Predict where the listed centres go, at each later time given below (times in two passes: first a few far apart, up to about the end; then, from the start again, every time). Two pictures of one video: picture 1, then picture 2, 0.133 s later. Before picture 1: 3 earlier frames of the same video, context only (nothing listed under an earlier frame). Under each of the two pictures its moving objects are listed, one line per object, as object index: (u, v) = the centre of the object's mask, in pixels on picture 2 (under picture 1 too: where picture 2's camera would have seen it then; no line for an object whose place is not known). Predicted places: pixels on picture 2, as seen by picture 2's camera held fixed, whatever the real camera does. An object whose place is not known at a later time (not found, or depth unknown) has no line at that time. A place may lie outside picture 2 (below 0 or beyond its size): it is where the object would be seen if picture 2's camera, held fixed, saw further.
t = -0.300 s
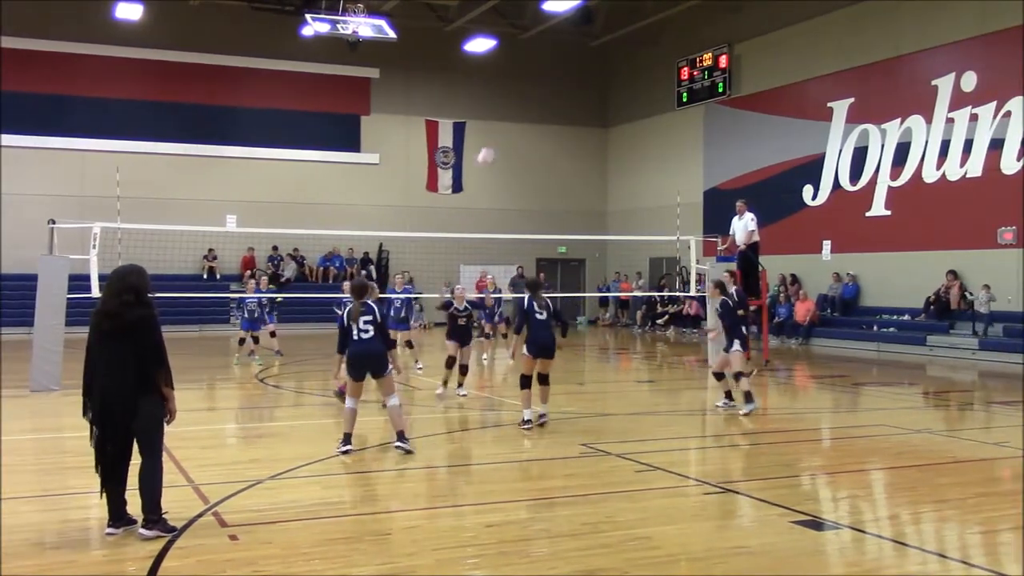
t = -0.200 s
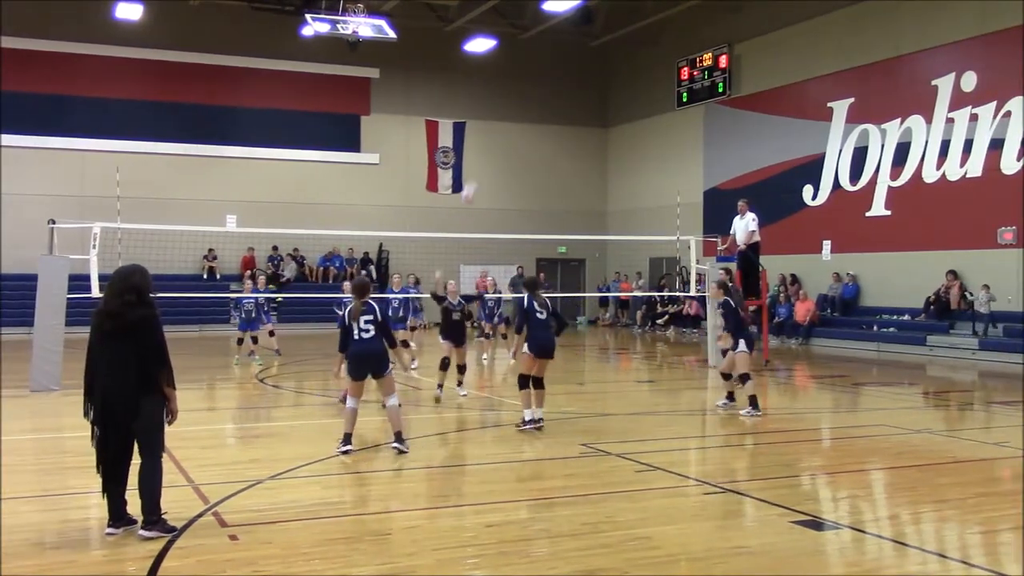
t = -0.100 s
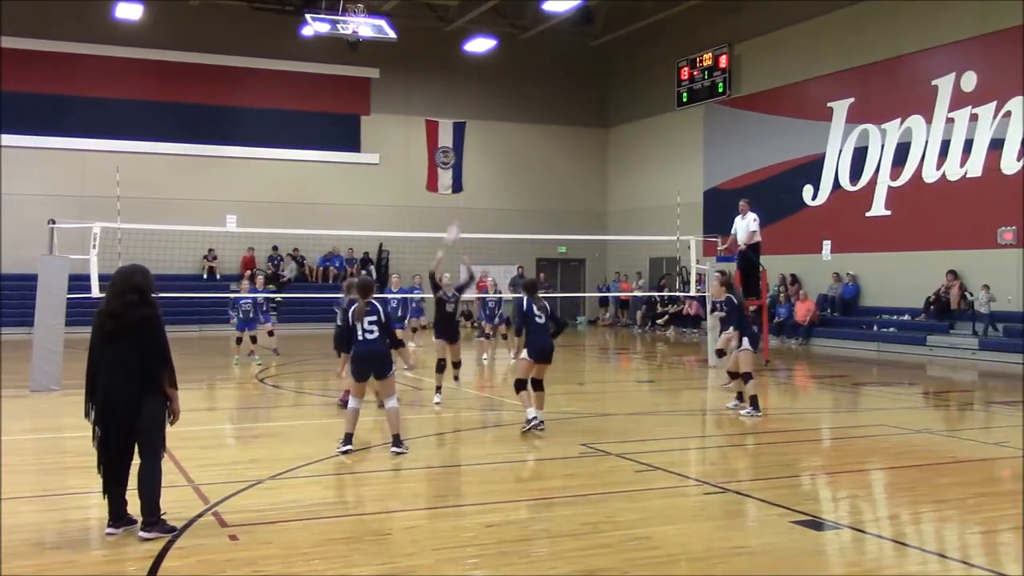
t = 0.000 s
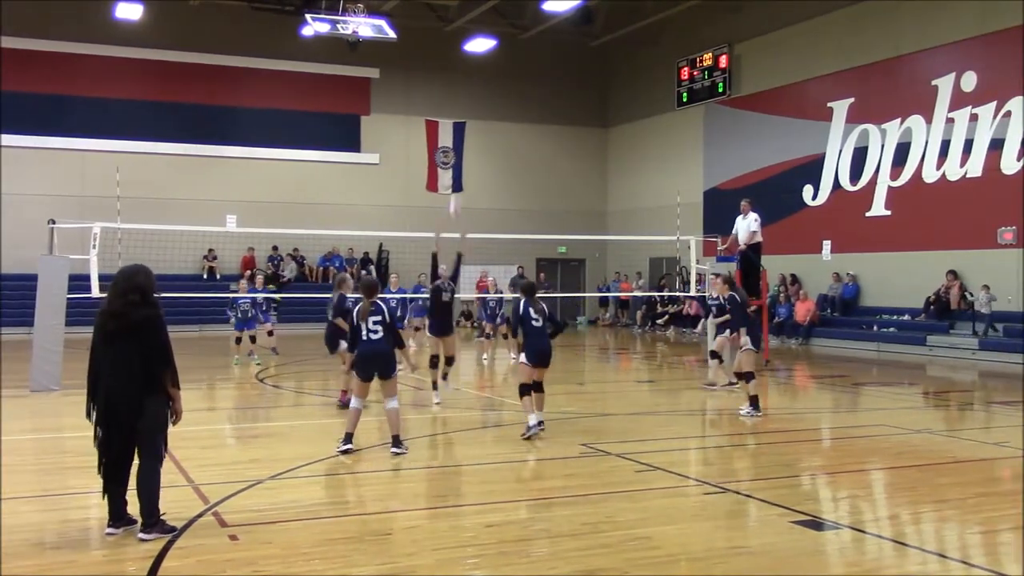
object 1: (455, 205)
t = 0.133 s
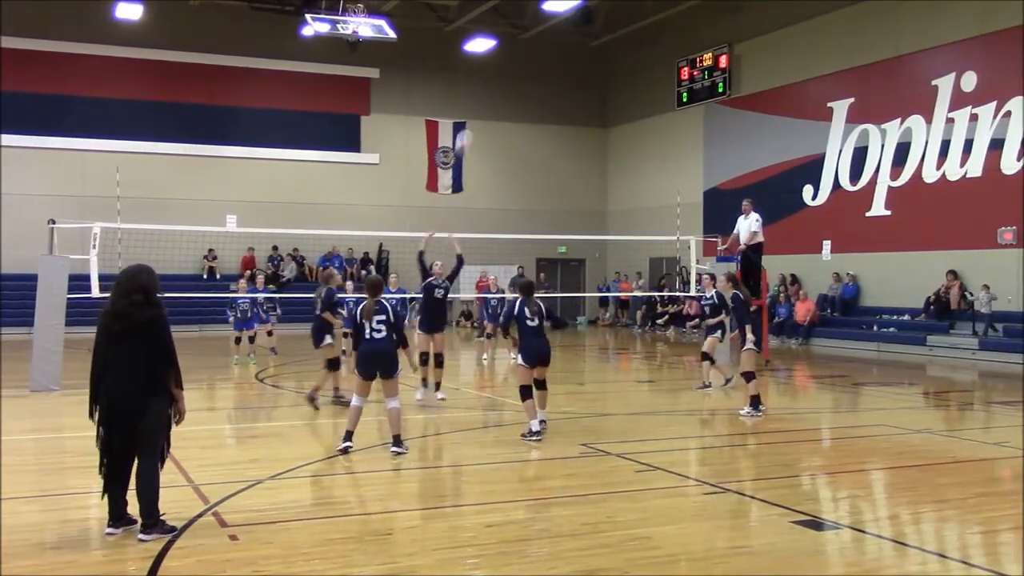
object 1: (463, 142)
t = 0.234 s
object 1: (471, 103)
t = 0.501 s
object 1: (493, 36)
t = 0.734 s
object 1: (511, 28)
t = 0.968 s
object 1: (530, 67)
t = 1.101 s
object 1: (541, 112)
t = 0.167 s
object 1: (466, 128)
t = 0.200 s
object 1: (468, 115)
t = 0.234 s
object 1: (471, 103)
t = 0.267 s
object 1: (474, 92)
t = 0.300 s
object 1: (477, 82)
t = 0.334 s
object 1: (479, 72)
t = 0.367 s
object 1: (482, 64)
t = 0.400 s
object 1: (484, 58)
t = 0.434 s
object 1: (489, 52)
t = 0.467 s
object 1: (492, 42)
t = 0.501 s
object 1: (493, 36)
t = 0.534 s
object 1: (496, 32)
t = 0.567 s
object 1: (498, 30)
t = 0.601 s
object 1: (500, 28)
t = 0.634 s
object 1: (503, 26)
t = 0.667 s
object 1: (505, 26)
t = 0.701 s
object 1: (508, 26)
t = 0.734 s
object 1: (511, 28)
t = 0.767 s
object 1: (514, 30)
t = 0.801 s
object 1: (516, 34)
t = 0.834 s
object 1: (519, 38)
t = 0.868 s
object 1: (522, 44)
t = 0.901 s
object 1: (525, 51)
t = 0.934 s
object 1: (527, 58)
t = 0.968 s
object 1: (530, 67)
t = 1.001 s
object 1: (533, 77)
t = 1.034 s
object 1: (535, 87)
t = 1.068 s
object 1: (538, 99)
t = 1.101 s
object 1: (541, 112)
